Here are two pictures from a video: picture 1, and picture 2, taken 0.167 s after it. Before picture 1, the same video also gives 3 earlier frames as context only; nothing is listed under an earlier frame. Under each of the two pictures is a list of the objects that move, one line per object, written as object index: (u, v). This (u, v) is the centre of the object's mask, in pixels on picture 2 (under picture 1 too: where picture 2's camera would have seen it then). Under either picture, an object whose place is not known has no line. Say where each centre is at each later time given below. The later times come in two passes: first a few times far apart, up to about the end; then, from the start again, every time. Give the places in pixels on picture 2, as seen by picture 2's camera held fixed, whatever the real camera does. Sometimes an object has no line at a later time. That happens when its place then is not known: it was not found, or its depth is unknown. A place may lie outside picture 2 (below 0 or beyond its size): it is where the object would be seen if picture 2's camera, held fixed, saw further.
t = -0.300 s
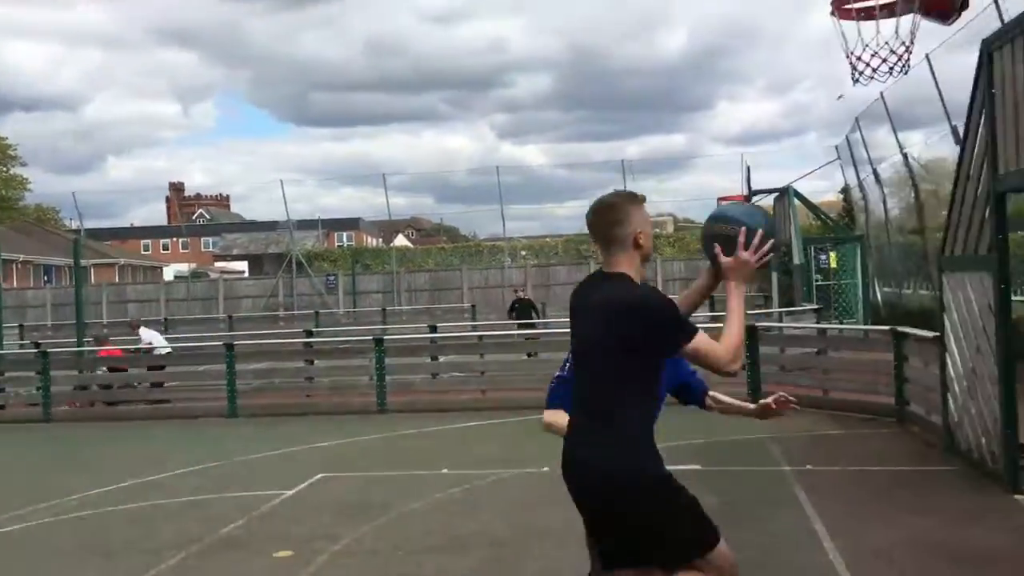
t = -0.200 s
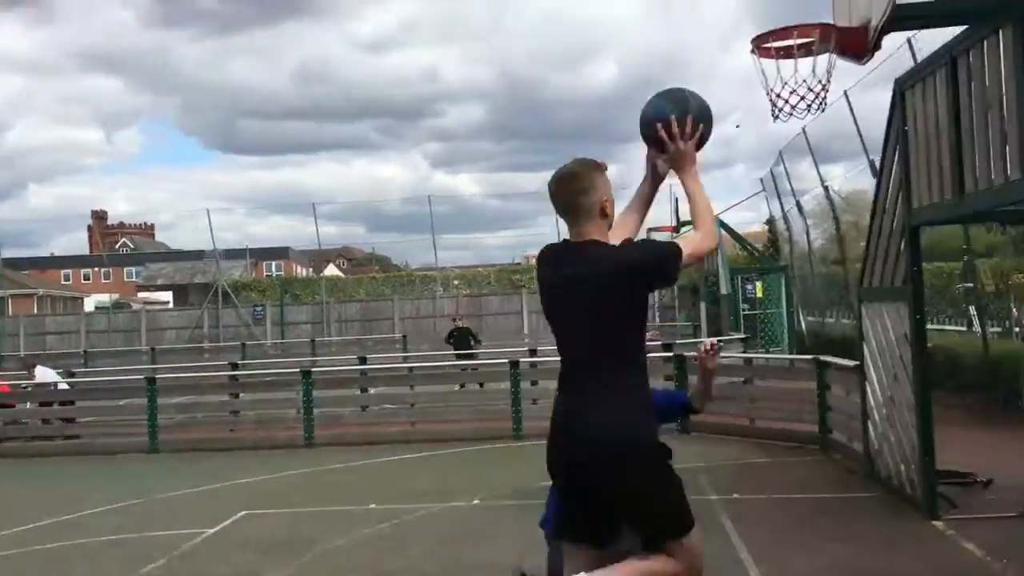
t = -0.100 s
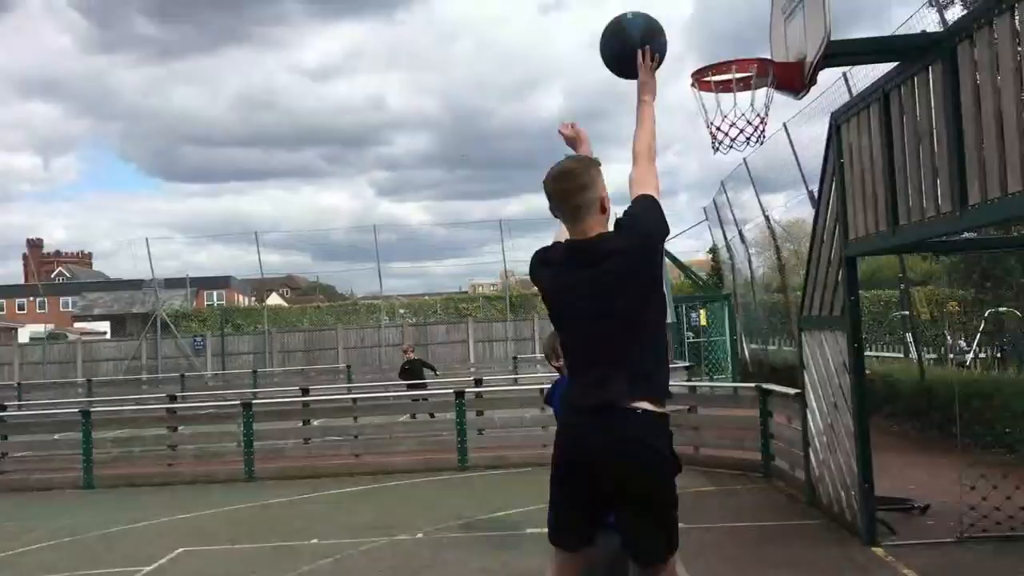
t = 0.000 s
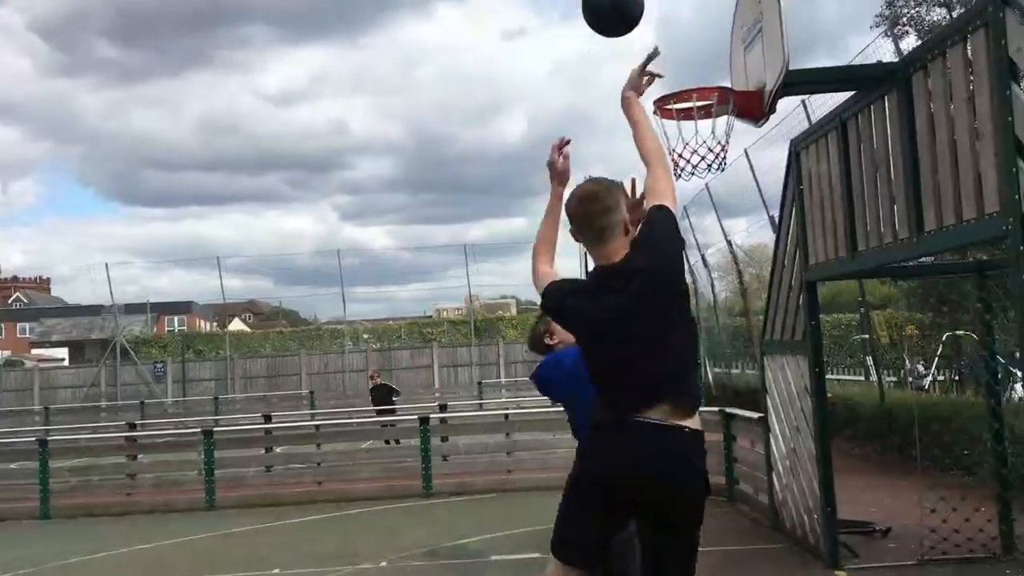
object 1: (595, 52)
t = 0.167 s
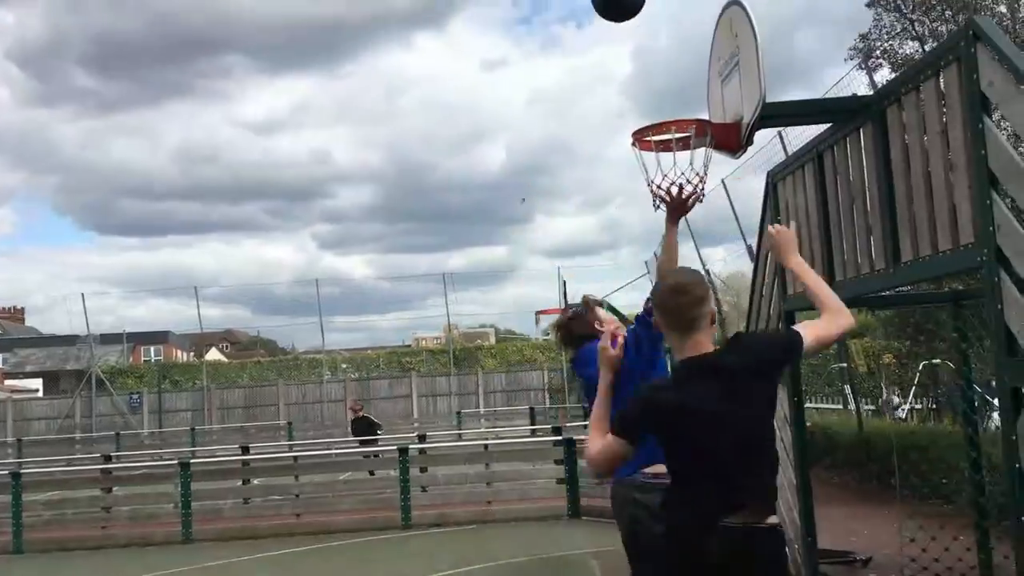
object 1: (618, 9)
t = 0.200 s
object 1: (622, 6)
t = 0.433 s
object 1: (657, 45)
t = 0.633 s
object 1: (689, 160)
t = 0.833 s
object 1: (721, 326)
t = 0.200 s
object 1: (622, 6)
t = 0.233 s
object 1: (627, 4)
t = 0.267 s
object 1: (632, 3)
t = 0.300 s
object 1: (637, 5)
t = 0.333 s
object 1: (642, 10)
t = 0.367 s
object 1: (647, 20)
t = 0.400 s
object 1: (652, 31)
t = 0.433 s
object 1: (657, 45)
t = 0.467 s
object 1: (662, 60)
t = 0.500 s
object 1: (667, 77)
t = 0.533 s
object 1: (673, 95)
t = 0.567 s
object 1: (678, 115)
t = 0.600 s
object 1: (683, 137)
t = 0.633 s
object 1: (689, 160)
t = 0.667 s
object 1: (694, 184)
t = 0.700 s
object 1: (700, 210)
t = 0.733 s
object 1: (705, 237)
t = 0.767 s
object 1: (711, 265)
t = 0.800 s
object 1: (716, 295)
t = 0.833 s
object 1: (721, 326)
